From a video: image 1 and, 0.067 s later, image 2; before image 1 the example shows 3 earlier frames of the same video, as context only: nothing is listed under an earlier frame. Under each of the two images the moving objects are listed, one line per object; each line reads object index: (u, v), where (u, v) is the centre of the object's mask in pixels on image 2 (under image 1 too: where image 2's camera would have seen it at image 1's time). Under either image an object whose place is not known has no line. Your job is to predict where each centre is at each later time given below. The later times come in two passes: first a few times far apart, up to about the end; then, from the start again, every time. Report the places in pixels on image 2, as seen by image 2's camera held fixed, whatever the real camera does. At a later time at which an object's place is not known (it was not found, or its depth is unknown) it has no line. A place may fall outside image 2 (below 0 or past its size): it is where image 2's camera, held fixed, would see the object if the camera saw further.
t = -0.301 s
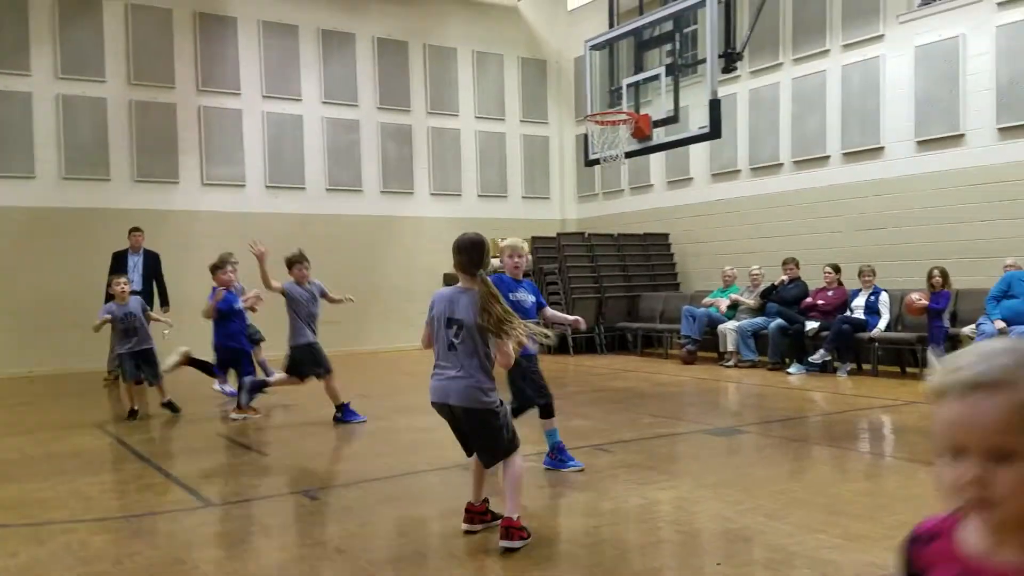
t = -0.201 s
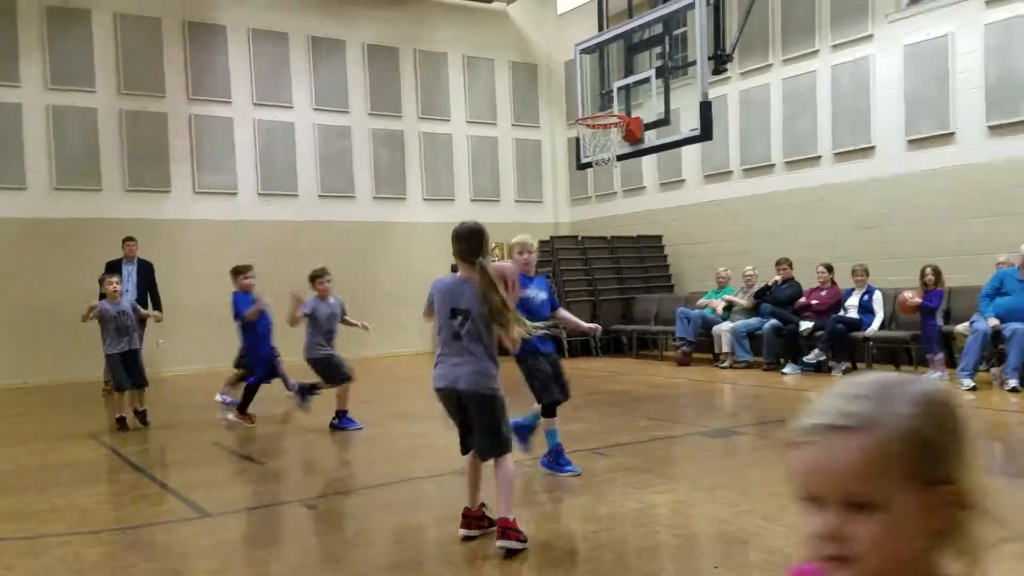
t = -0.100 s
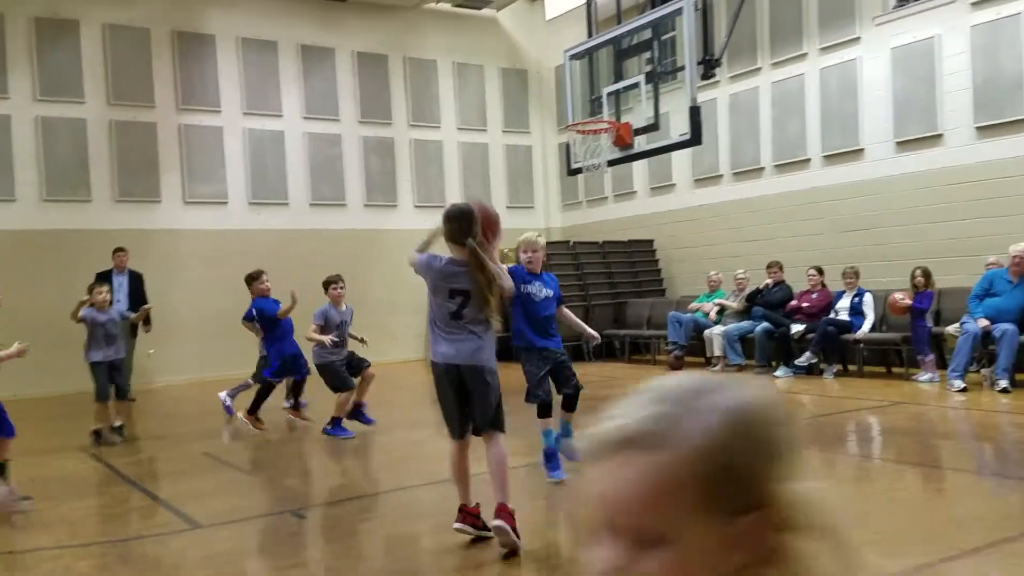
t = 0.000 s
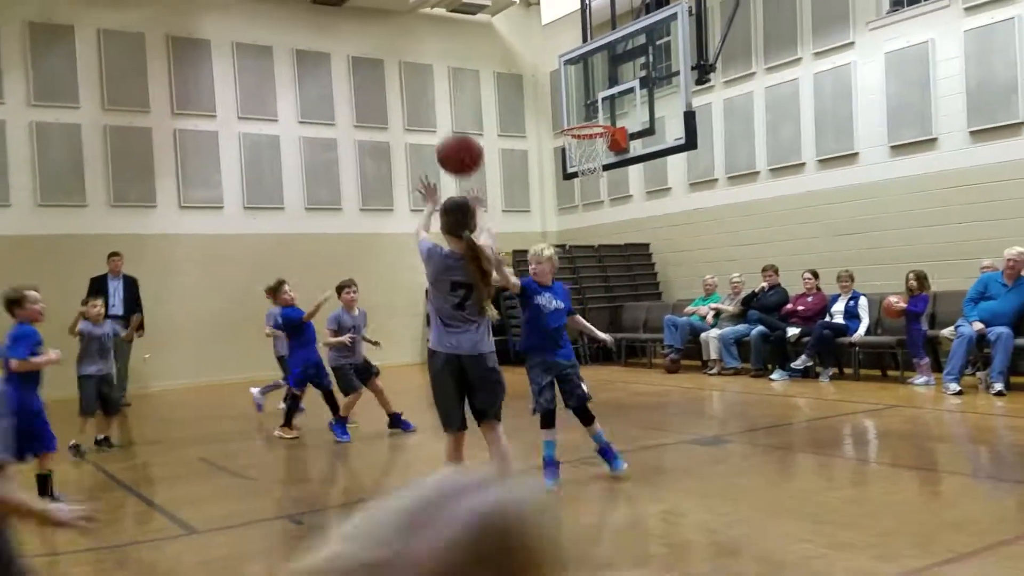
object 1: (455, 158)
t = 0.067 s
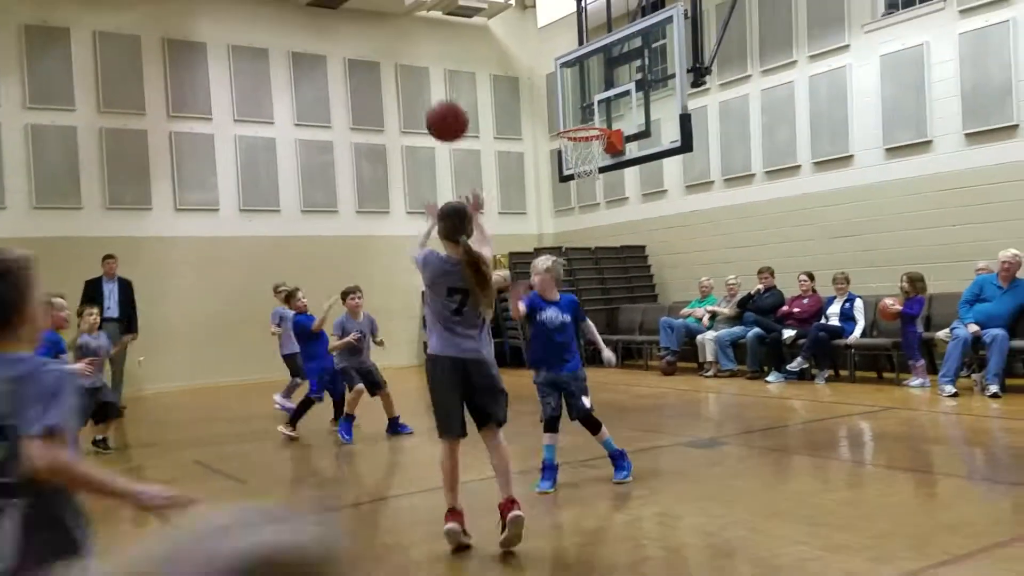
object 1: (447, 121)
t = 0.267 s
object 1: (429, 74)
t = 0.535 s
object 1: (418, 113)
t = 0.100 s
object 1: (443, 107)
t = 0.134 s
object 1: (440, 96)
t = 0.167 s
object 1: (436, 87)
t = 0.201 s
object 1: (434, 80)
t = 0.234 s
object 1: (431, 76)
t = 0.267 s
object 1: (429, 74)
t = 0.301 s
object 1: (427, 73)
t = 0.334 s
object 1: (425, 75)
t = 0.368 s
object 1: (423, 78)
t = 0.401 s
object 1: (423, 83)
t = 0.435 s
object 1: (421, 89)
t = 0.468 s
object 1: (419, 96)
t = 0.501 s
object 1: (419, 103)
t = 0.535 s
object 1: (418, 113)
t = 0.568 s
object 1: (417, 123)
